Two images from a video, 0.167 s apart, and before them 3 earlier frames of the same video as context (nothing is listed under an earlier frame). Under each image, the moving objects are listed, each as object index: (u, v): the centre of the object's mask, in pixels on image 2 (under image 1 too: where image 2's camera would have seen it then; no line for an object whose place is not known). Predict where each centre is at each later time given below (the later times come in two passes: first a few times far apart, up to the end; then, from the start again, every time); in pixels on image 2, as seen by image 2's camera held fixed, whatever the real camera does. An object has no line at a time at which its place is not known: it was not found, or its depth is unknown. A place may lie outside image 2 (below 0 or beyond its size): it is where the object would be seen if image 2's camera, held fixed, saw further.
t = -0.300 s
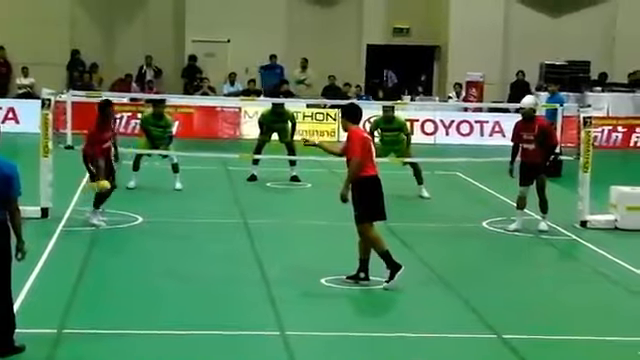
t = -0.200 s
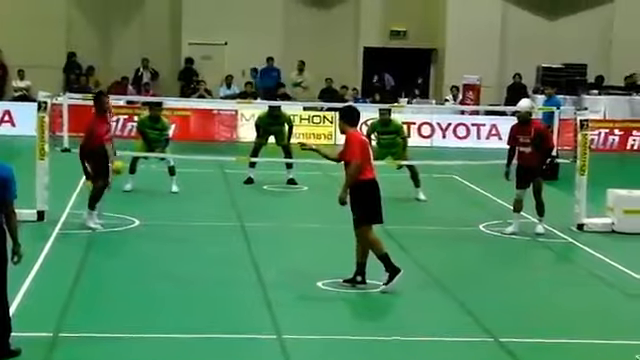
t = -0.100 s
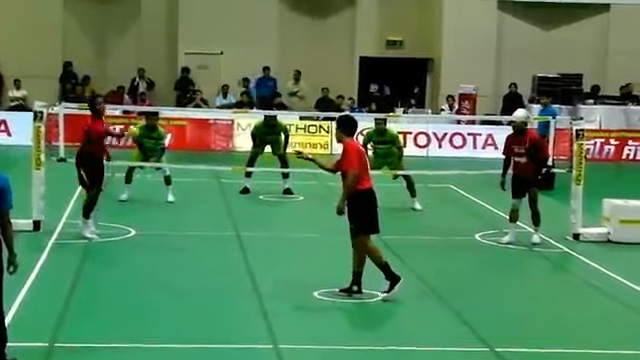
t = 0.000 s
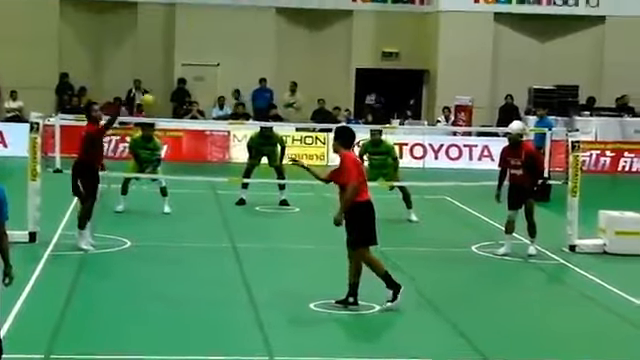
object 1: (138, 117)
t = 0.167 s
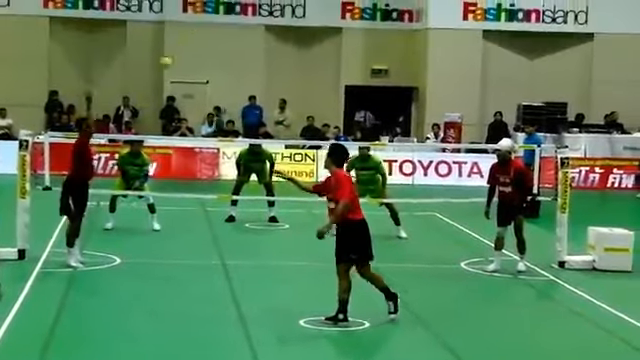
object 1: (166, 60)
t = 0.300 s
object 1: (190, 36)
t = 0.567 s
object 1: (239, 32)
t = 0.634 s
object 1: (251, 42)
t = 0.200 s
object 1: (171, 54)
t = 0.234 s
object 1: (178, 47)
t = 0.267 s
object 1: (184, 40)
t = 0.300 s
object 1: (190, 36)
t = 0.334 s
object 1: (196, 31)
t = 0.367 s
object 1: (202, 28)
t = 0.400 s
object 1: (208, 25)
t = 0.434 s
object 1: (214, 24)
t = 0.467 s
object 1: (220, 25)
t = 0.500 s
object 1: (226, 26)
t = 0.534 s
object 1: (233, 29)
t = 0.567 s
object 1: (239, 32)
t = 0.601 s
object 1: (245, 37)
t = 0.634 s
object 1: (251, 42)
